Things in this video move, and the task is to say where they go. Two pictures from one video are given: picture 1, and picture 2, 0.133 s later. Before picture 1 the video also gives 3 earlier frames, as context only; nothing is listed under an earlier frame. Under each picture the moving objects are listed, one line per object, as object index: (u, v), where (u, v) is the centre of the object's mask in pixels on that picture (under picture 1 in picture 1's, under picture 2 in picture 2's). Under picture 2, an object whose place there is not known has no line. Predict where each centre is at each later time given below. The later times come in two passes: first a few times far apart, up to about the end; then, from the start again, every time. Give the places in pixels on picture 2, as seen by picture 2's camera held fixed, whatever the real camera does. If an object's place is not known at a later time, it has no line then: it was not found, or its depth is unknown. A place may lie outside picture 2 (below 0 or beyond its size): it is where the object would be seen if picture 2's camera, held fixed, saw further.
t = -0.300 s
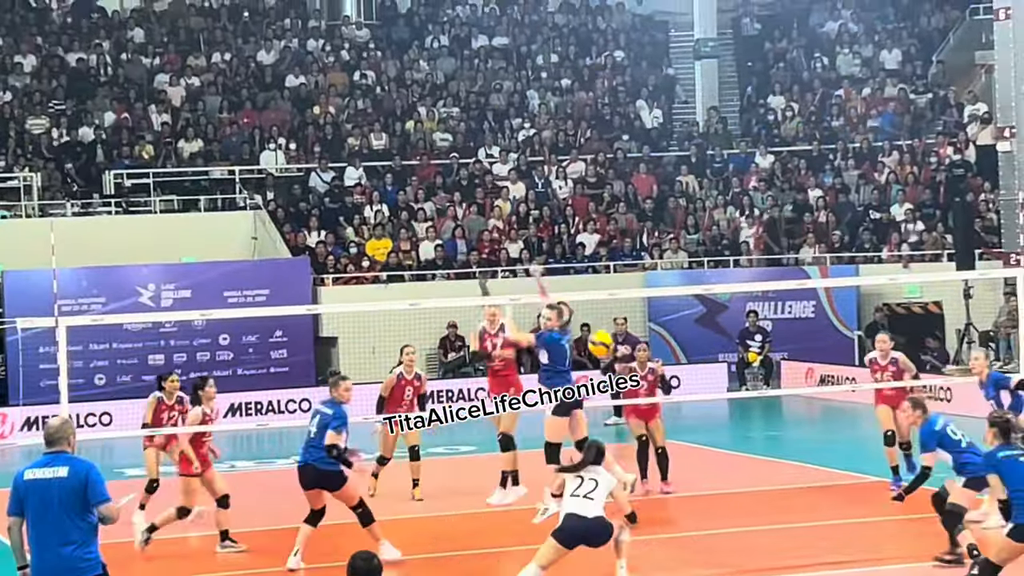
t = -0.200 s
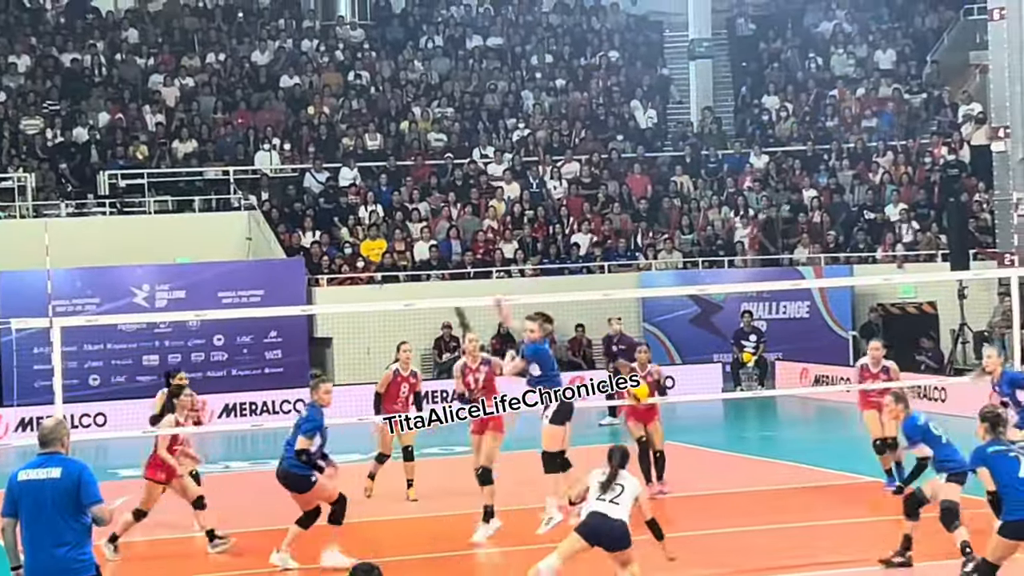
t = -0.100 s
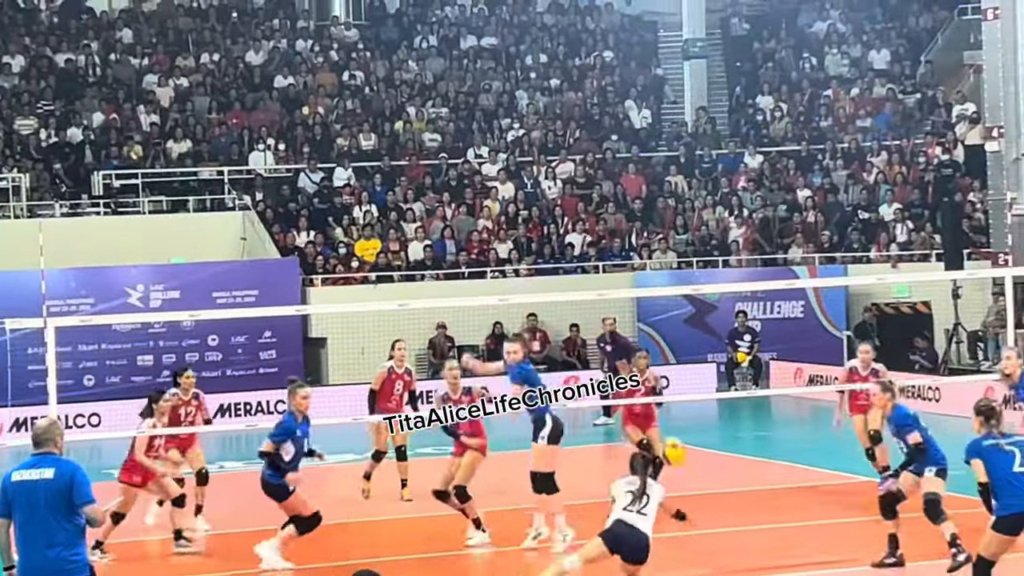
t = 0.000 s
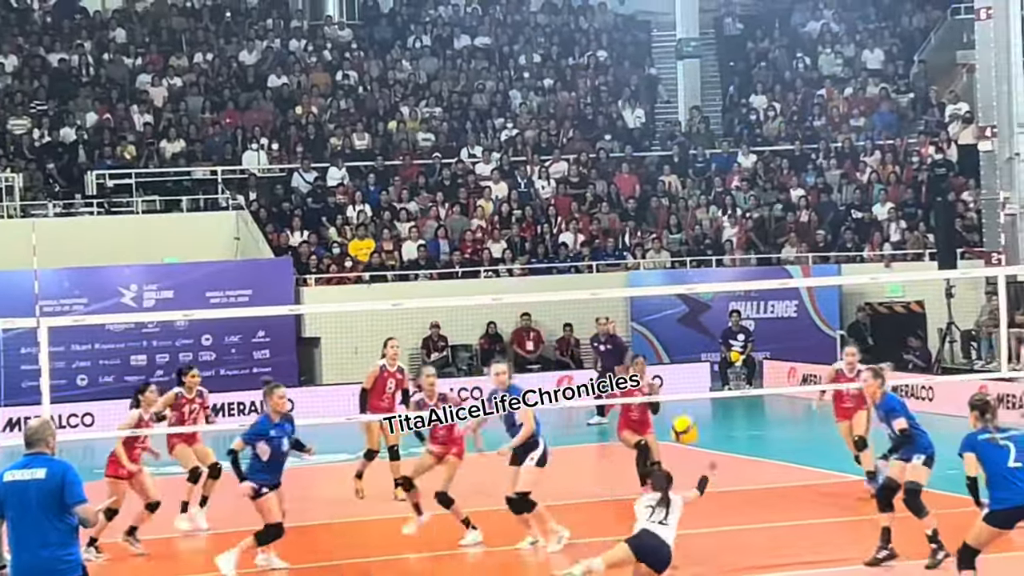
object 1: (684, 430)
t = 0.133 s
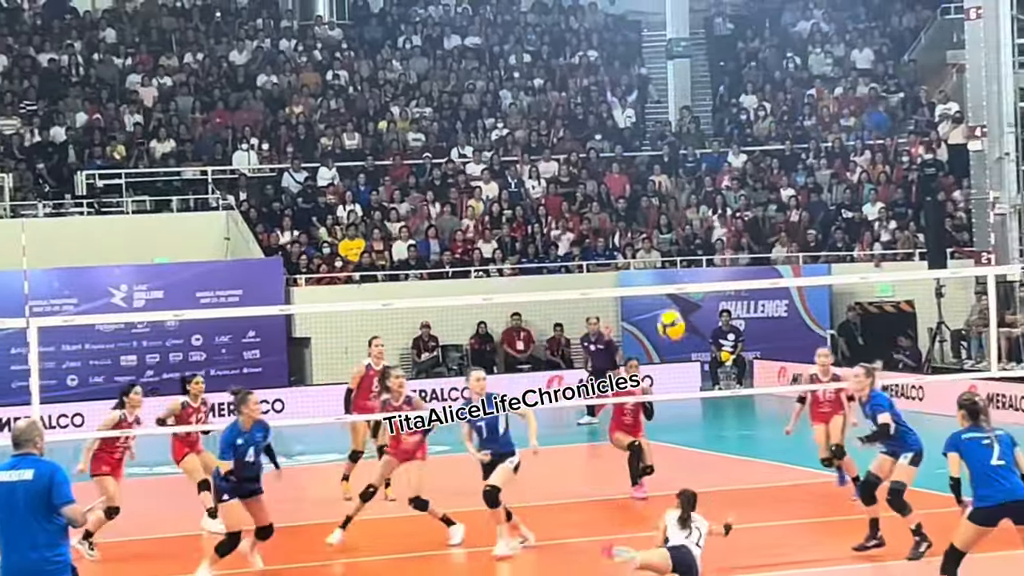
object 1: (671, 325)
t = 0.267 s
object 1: (671, 242)
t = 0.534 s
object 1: (669, 145)
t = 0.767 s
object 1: (672, 133)
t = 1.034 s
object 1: (677, 207)
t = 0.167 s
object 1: (672, 304)
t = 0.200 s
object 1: (671, 280)
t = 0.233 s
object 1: (670, 261)
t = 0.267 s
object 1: (671, 242)
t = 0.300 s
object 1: (669, 225)
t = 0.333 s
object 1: (670, 210)
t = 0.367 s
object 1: (670, 195)
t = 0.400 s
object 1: (670, 182)
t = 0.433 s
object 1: (668, 171)
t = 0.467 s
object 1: (668, 161)
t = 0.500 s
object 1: (669, 152)
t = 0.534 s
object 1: (669, 145)
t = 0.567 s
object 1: (669, 139)
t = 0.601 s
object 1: (669, 135)
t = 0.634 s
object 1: (670, 132)
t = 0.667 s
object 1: (670, 130)
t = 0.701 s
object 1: (670, 130)
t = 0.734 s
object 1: (671, 131)
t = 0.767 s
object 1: (672, 133)
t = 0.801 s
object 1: (672, 137)
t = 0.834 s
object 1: (672, 144)
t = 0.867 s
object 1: (672, 151)
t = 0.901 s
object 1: (673, 159)
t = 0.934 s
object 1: (675, 168)
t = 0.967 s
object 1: (675, 180)
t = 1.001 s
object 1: (675, 193)
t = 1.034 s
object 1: (677, 207)
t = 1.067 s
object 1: (678, 223)
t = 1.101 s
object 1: (679, 240)
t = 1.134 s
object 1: (680, 259)
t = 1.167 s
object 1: (681, 278)
